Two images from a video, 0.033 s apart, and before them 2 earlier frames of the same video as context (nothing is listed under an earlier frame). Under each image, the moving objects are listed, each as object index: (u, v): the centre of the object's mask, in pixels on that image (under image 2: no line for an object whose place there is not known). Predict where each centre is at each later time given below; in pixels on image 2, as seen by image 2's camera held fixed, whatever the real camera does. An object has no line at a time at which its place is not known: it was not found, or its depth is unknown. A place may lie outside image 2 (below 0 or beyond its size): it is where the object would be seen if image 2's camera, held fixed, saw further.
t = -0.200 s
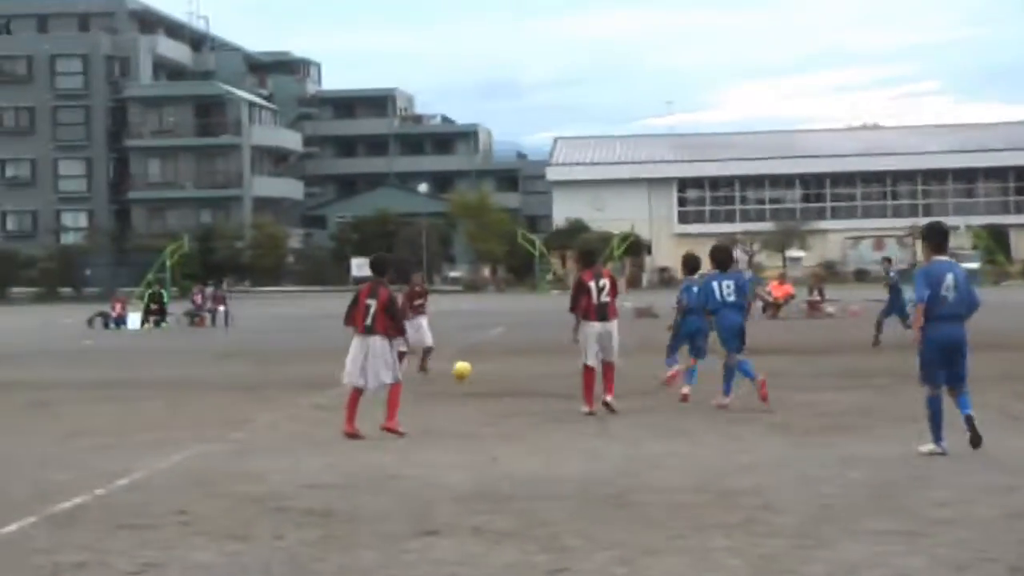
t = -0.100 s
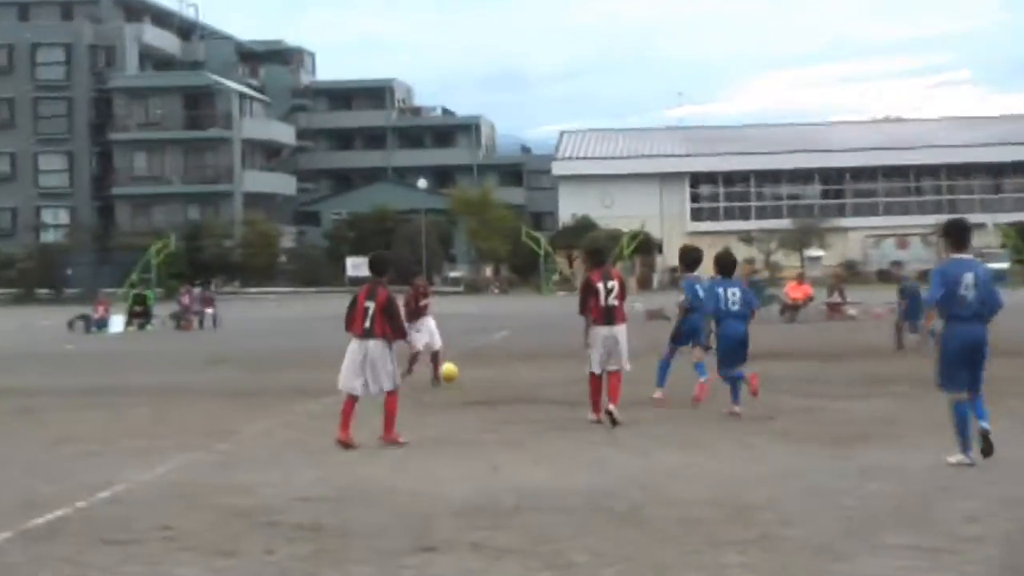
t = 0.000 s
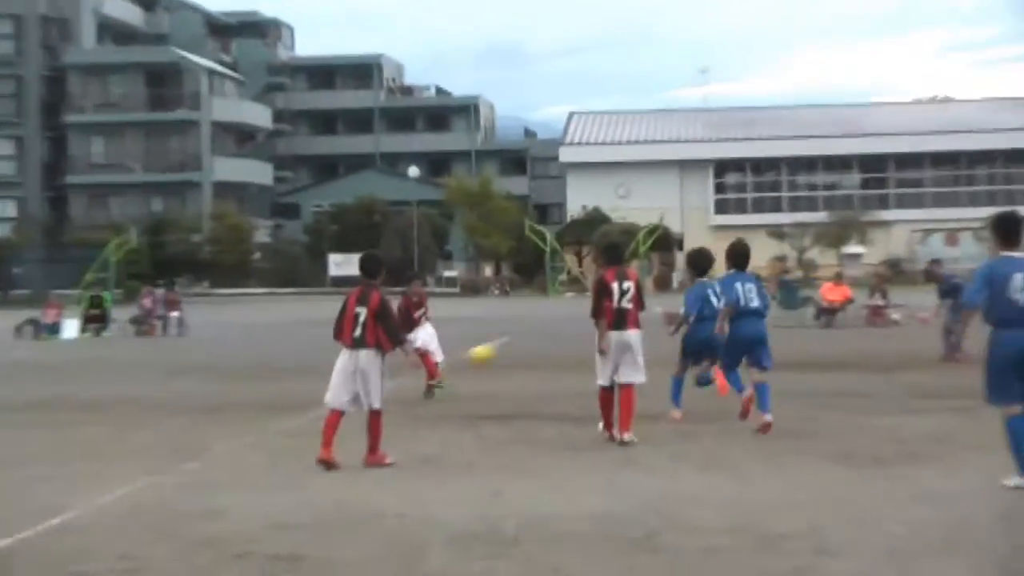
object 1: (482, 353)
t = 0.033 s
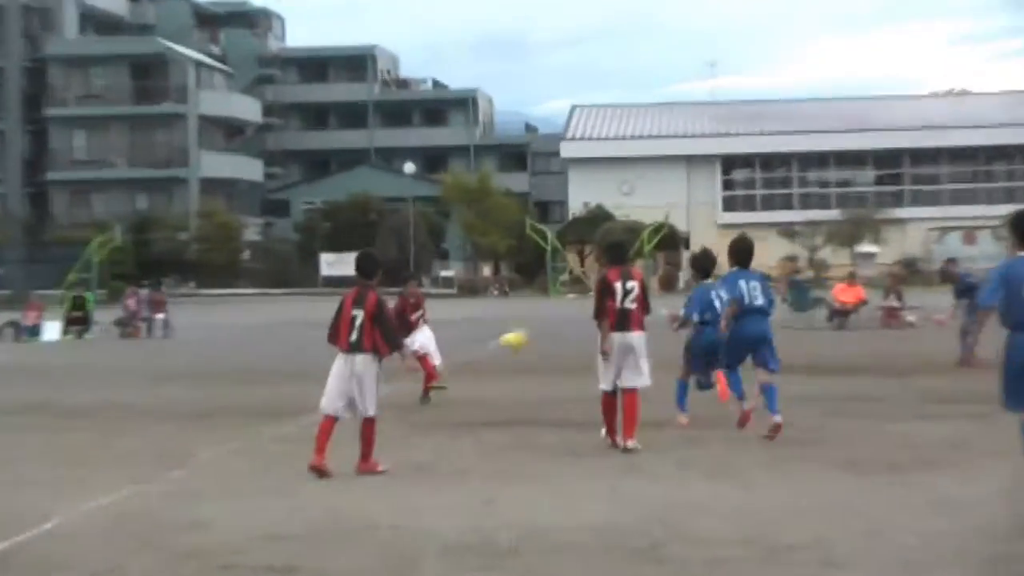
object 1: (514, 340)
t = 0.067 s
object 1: (549, 325)
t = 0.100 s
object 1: (578, 309)
